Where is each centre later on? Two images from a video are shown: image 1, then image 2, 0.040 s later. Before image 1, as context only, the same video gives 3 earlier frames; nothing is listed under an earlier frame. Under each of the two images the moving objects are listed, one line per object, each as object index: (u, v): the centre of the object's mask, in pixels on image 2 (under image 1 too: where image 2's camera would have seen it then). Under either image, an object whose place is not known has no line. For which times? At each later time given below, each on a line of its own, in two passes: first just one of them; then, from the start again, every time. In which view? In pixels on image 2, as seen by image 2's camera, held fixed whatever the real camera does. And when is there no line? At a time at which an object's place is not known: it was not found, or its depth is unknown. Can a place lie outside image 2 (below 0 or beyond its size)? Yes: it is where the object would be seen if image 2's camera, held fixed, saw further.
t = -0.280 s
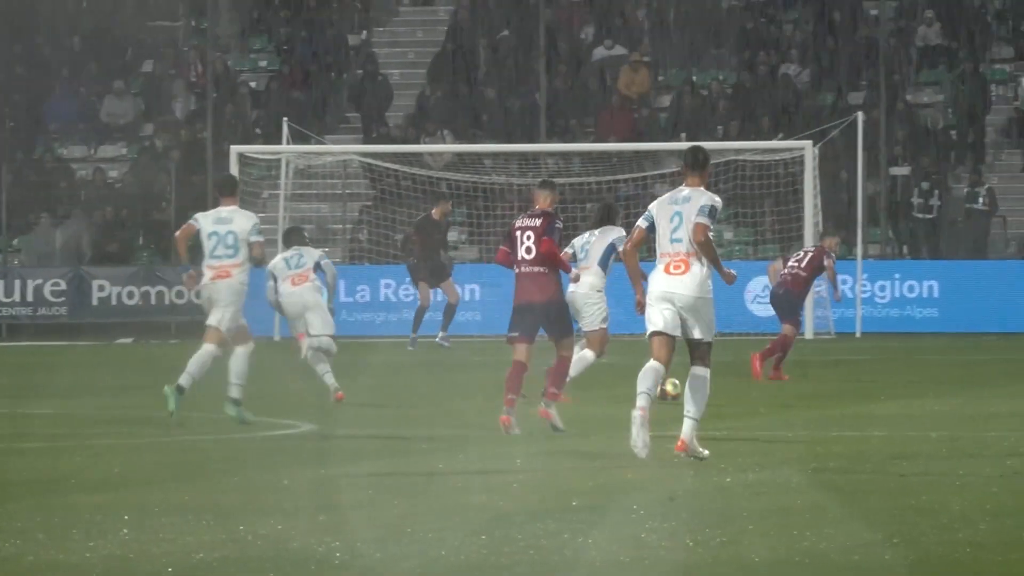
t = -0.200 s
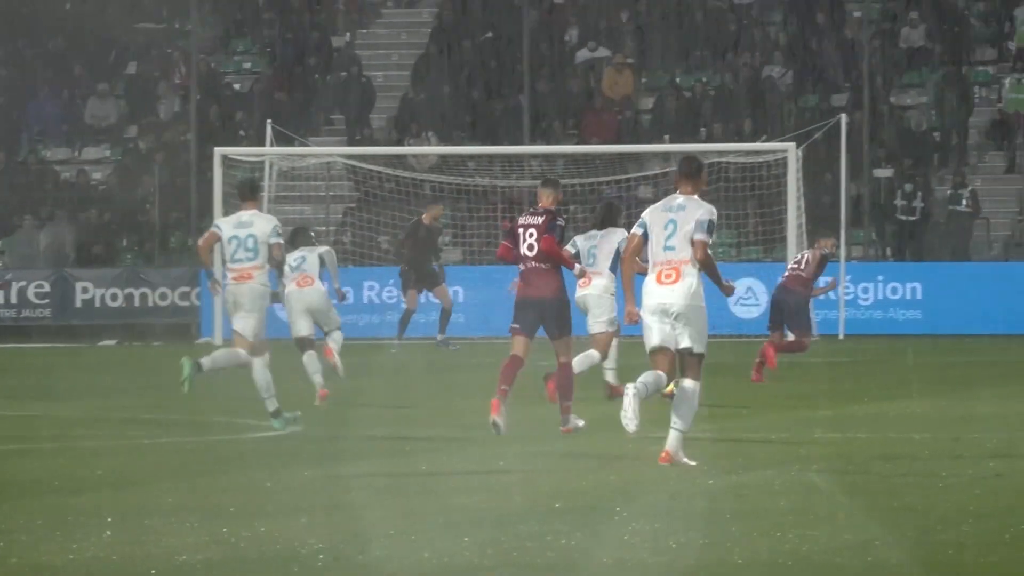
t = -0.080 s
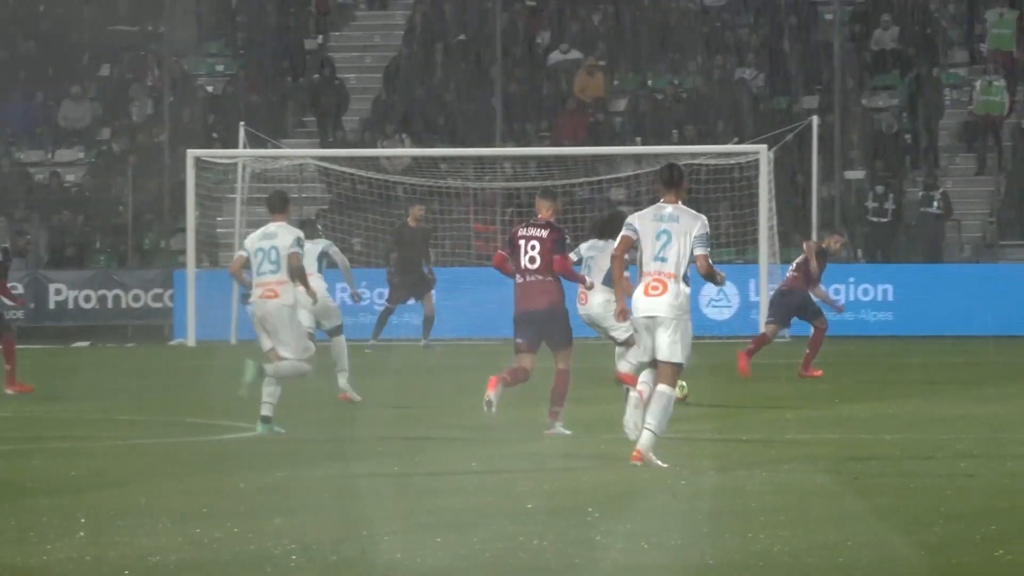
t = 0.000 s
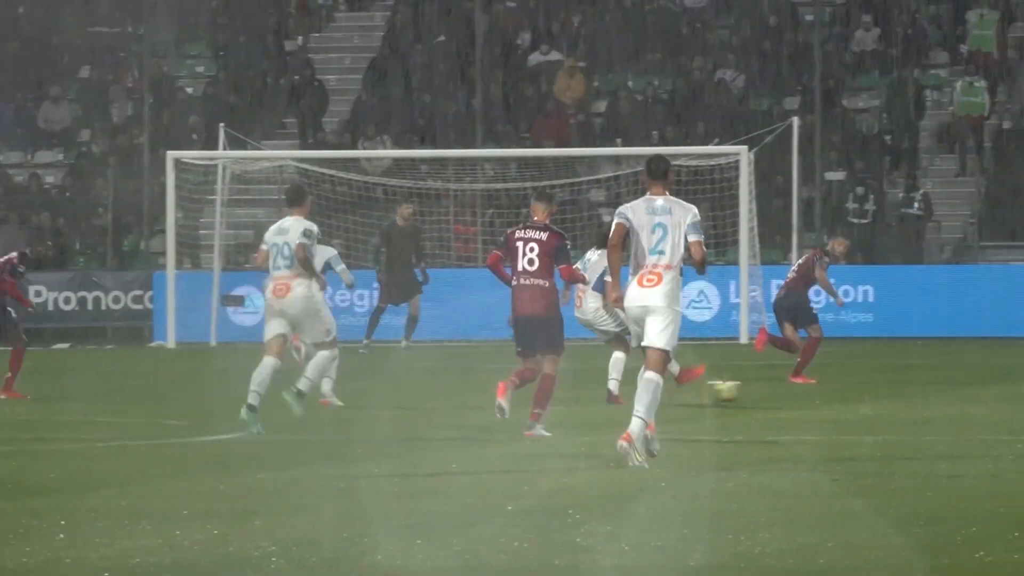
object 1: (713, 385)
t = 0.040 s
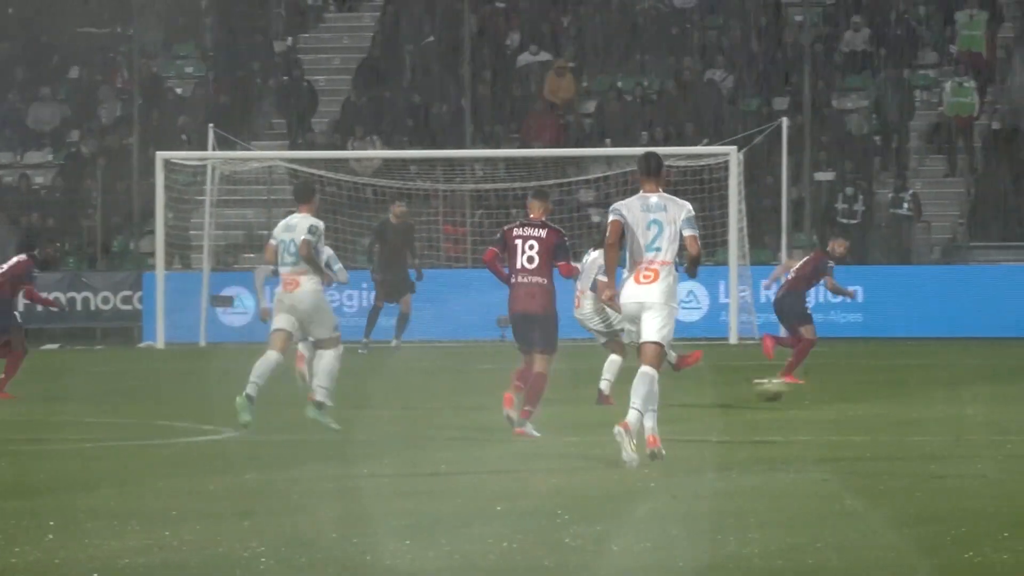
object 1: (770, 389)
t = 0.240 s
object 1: (1025, 382)
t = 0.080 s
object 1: (824, 386)
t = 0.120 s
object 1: (878, 382)
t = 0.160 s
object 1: (930, 382)
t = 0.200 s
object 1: (977, 385)
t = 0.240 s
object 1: (1025, 382)
